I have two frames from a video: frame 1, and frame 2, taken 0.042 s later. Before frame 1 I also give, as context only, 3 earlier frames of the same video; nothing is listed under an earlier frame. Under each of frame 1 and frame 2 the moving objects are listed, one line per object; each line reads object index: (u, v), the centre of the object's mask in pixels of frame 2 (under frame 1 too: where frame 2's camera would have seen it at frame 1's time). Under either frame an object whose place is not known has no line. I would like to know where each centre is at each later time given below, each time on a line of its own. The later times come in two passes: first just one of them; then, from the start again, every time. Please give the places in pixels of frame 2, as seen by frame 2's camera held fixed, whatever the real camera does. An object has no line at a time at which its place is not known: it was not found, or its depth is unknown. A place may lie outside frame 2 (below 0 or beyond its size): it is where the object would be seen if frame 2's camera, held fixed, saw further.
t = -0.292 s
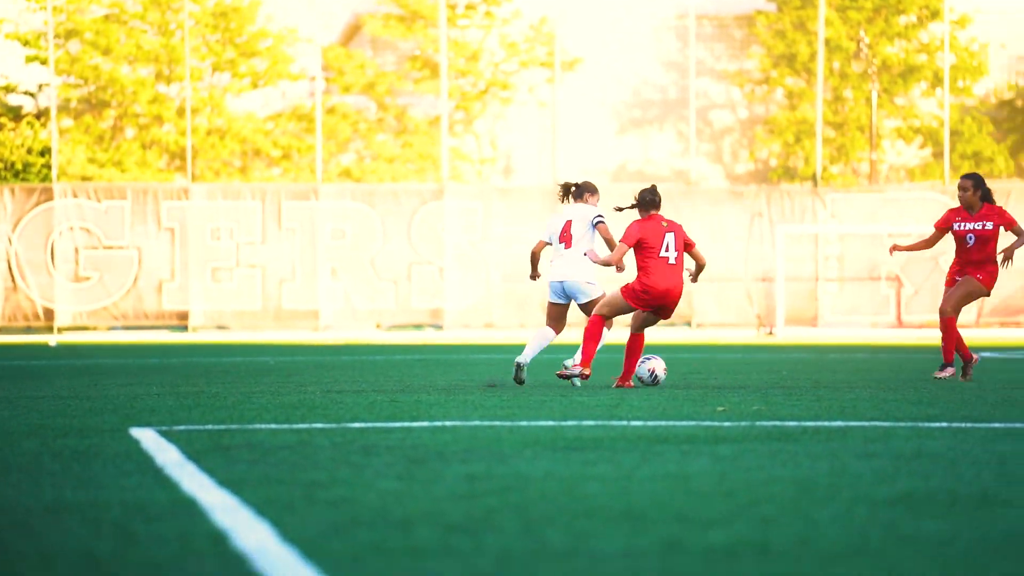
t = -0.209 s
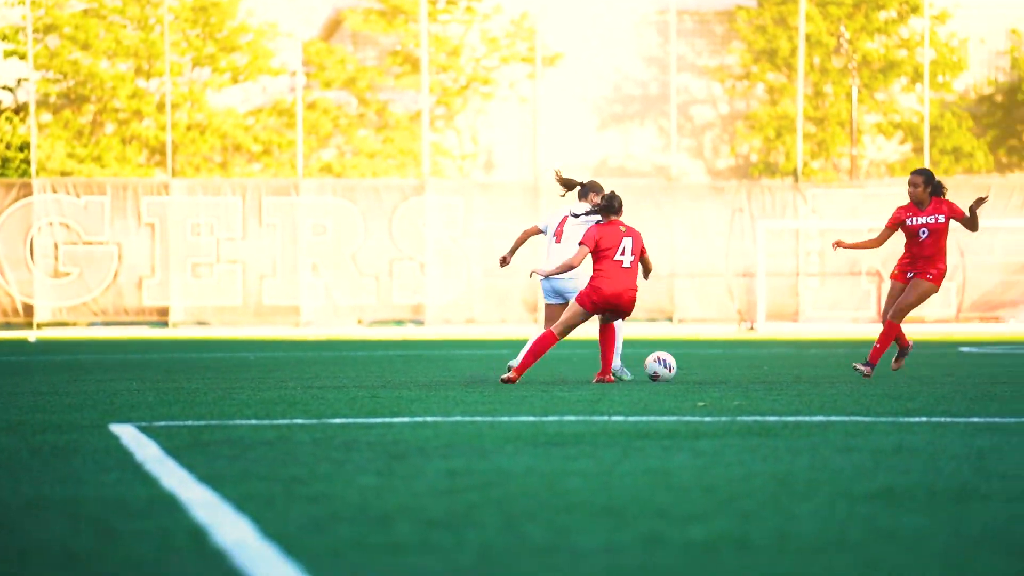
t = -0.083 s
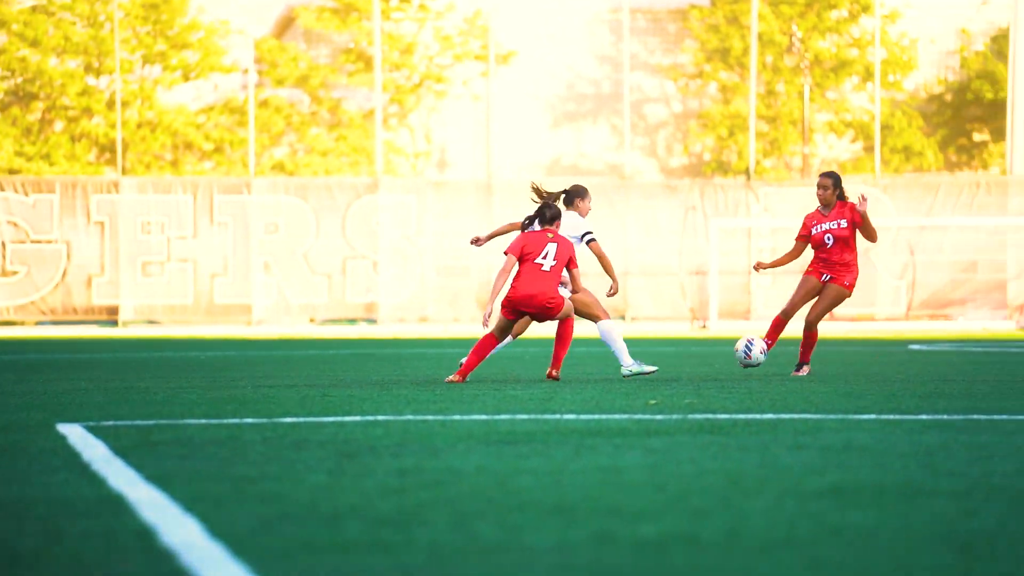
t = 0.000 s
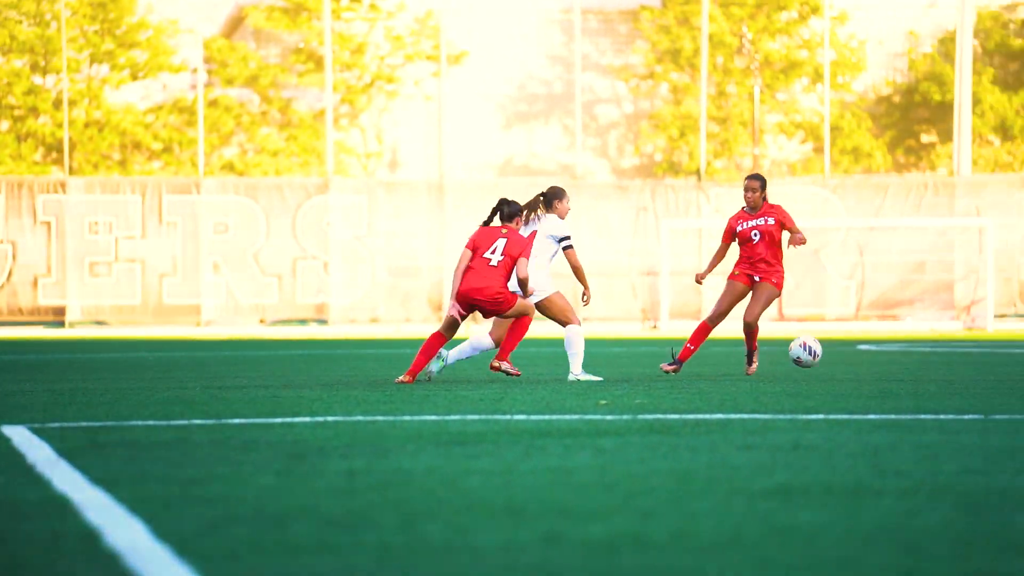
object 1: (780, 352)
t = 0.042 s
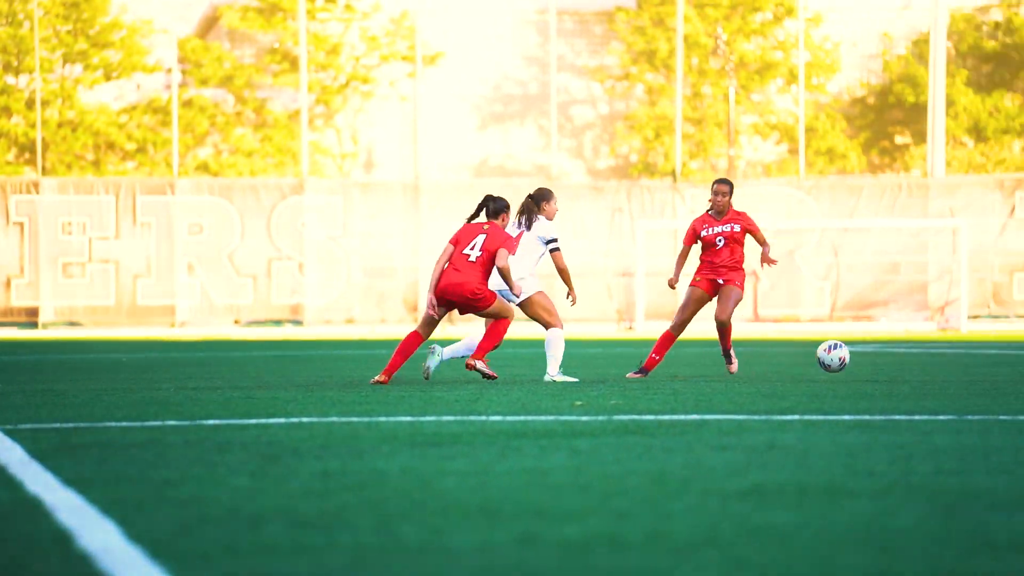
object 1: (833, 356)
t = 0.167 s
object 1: (982, 364)
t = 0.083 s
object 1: (886, 363)
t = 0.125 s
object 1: (936, 366)
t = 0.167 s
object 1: (982, 364)
